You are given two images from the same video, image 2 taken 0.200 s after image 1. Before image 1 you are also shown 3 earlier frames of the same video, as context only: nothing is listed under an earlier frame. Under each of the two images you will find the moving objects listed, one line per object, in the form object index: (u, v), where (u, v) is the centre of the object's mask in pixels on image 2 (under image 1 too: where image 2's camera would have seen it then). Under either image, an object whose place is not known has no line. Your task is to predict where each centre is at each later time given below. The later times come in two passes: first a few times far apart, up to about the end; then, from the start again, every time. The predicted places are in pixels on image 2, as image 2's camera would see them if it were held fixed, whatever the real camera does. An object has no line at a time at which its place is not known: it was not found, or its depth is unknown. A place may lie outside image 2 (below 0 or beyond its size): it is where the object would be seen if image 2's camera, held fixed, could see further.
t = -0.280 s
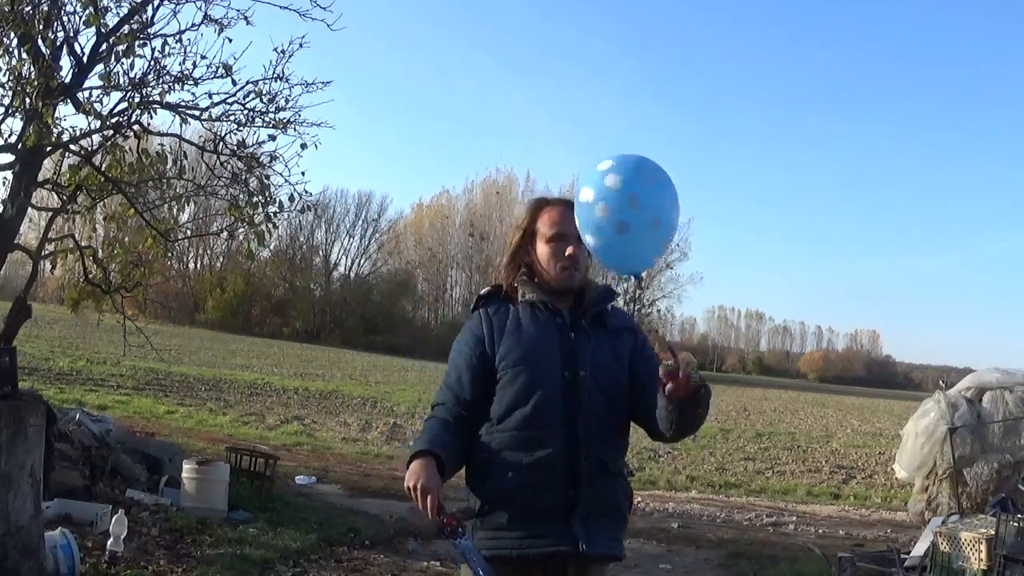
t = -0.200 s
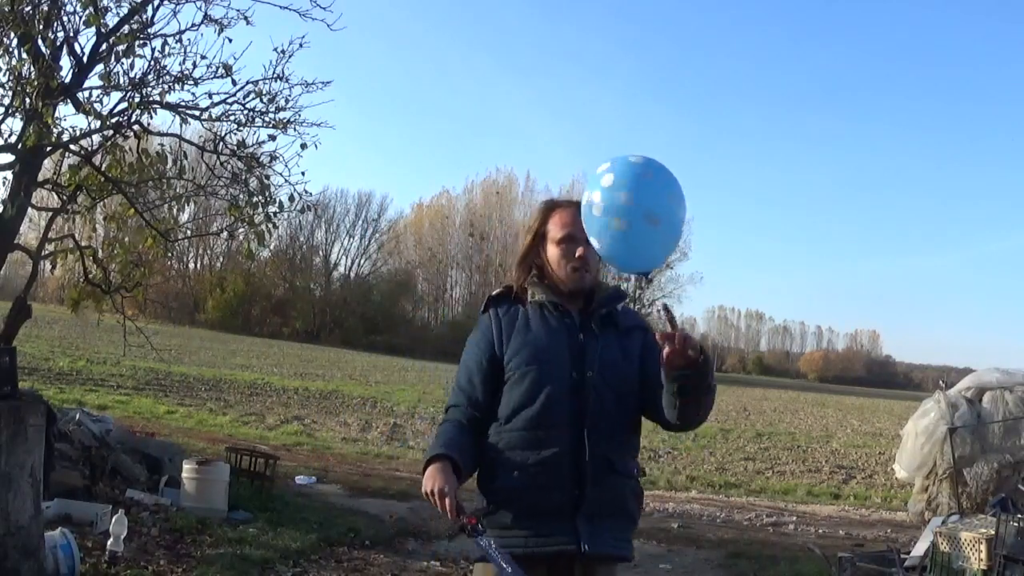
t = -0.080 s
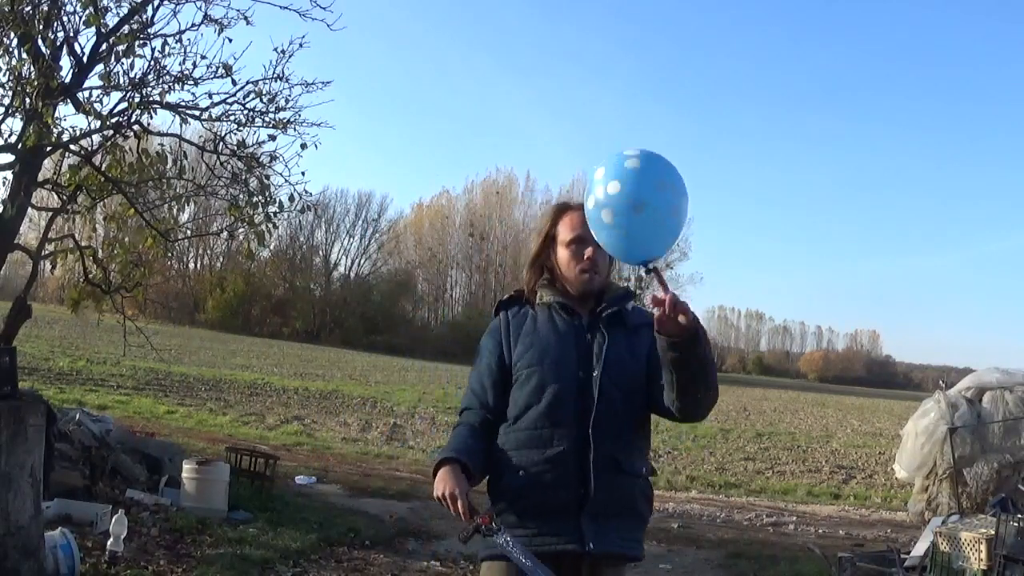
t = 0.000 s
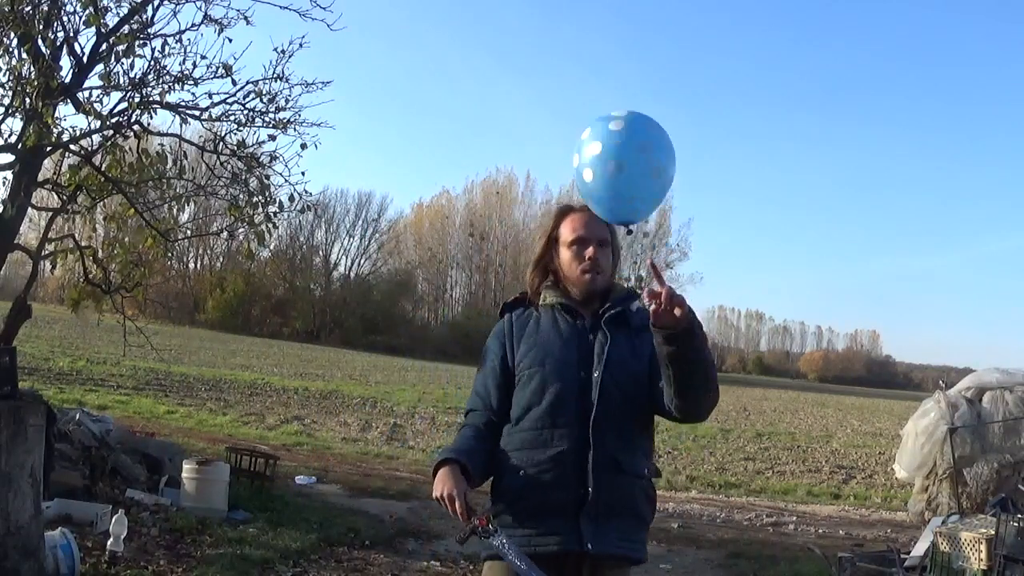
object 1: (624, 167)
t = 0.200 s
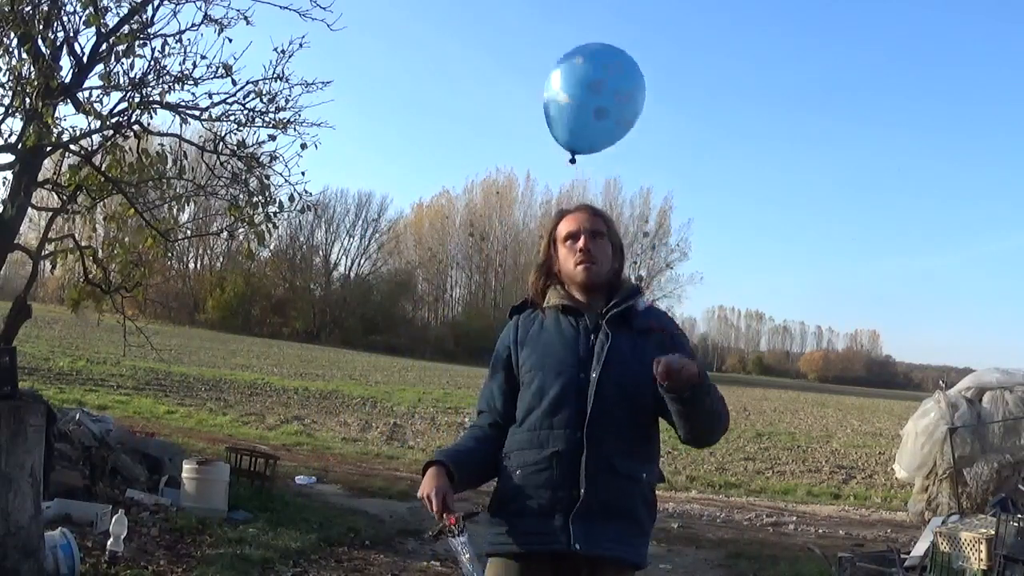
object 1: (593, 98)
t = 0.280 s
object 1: (580, 81)
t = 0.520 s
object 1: (544, 63)
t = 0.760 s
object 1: (505, 90)
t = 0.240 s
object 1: (587, 89)
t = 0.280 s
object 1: (580, 81)
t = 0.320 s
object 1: (574, 75)
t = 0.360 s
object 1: (569, 70)
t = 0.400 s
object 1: (563, 66)
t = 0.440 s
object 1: (556, 64)
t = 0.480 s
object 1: (550, 63)
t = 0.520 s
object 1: (544, 63)
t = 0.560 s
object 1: (537, 64)
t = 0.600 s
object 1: (530, 67)
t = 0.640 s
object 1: (524, 71)
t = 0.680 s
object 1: (518, 76)
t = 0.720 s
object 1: (512, 82)
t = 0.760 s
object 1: (505, 90)
